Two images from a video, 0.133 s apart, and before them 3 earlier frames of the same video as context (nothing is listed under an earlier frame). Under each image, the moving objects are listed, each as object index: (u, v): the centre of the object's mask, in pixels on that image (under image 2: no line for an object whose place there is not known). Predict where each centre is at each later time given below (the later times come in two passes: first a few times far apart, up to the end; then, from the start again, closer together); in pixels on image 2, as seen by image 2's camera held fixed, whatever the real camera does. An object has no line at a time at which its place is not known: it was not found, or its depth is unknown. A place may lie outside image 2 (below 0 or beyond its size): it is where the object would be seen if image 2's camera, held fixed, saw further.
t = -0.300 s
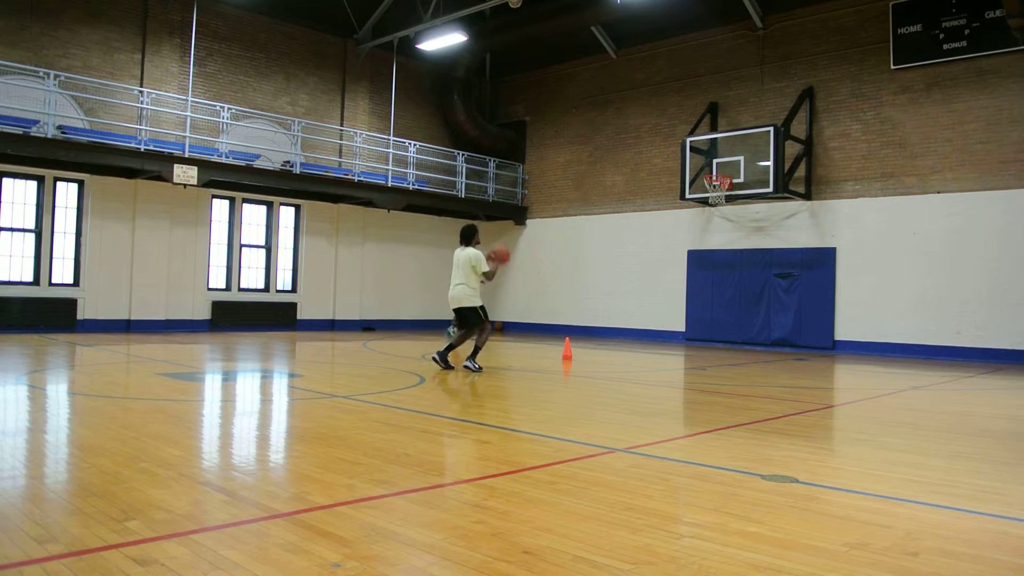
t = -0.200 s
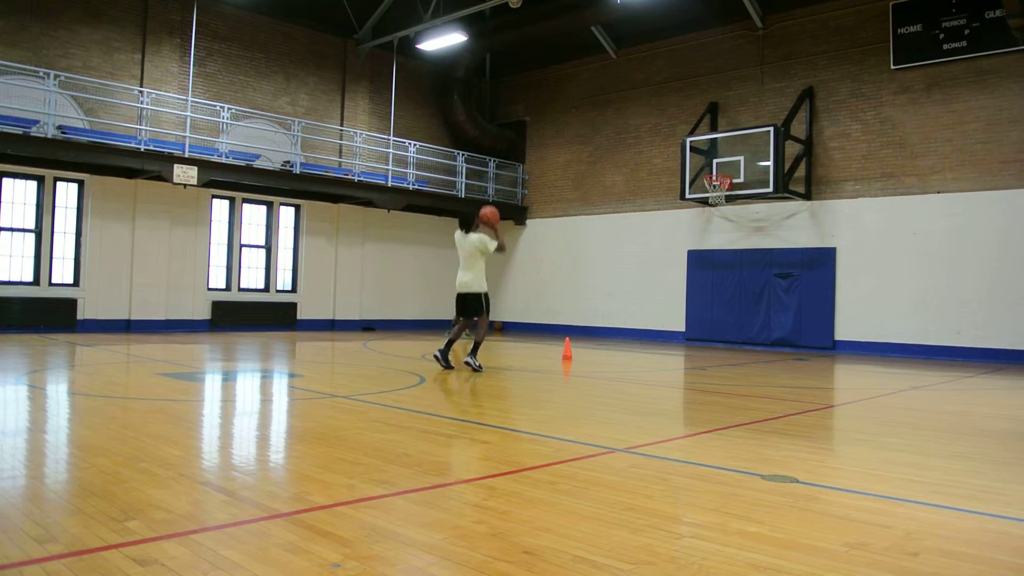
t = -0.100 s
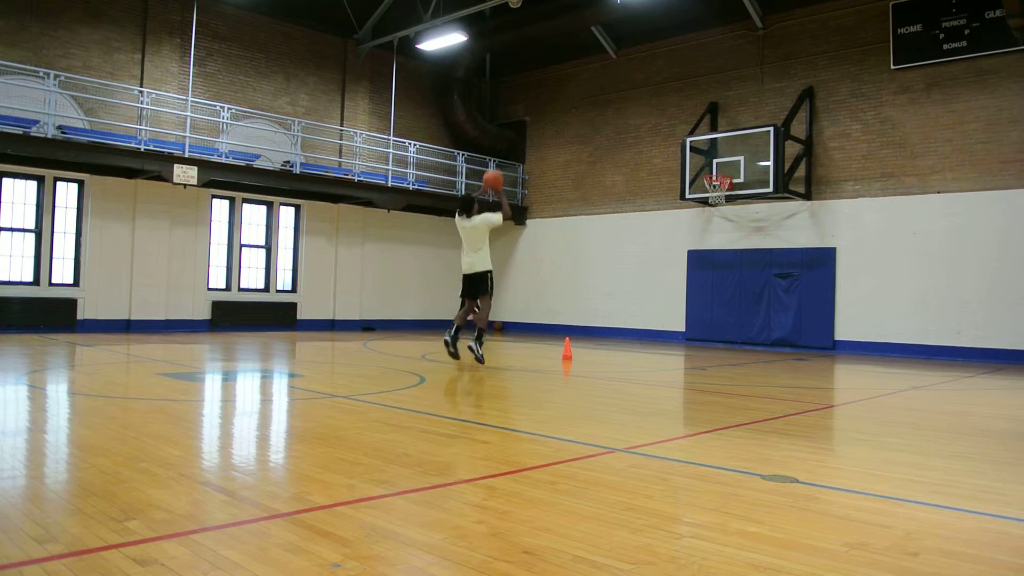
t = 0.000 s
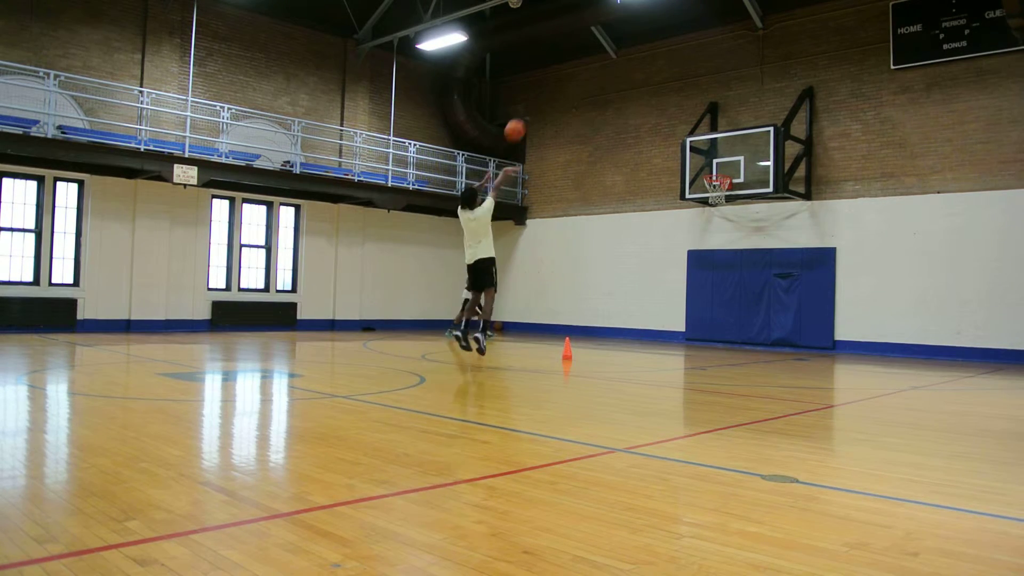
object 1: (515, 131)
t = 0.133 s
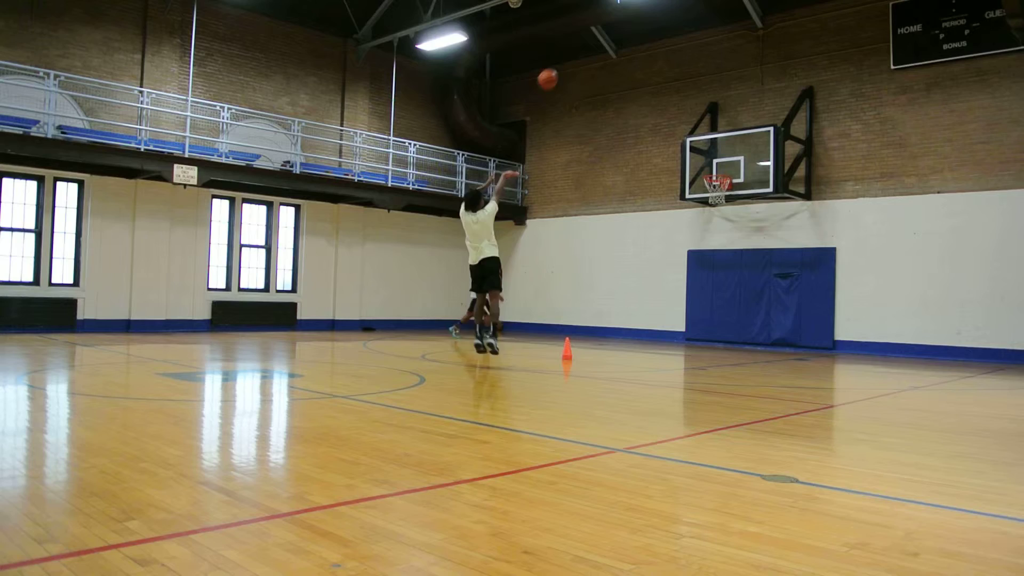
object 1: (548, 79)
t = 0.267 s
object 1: (577, 46)
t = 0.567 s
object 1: (630, 22)
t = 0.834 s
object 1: (668, 49)
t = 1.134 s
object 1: (703, 121)
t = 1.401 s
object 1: (711, 194)
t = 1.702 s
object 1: (694, 235)
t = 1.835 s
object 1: (687, 270)
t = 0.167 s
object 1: (555, 69)
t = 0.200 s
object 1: (562, 60)
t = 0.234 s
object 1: (570, 53)
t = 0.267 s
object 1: (577, 46)
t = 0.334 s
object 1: (589, 35)
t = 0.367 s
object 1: (596, 31)
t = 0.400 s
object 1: (602, 27)
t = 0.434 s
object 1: (608, 25)
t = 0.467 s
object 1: (614, 23)
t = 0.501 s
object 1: (620, 22)
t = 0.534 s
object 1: (625, 22)
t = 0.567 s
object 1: (630, 22)
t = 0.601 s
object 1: (636, 24)
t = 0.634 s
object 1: (641, 25)
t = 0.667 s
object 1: (646, 28)
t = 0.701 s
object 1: (650, 31)
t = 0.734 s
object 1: (655, 34)
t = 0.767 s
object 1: (659, 39)
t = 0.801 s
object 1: (664, 44)
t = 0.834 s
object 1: (668, 49)
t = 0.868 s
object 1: (672, 55)
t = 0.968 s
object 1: (684, 76)
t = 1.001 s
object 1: (688, 84)
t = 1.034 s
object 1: (692, 92)
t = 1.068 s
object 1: (695, 101)
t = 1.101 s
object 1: (700, 112)
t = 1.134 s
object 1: (703, 121)
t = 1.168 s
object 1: (706, 131)
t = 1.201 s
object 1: (710, 144)
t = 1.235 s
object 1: (713, 153)
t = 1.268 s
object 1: (717, 166)
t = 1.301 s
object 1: (720, 175)
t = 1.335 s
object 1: (721, 180)
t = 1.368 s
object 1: (713, 191)
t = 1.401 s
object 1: (711, 194)
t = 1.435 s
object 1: (709, 196)
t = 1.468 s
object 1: (707, 199)
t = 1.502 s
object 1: (706, 202)
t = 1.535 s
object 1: (704, 205)
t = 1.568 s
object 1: (702, 210)
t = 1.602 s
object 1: (700, 215)
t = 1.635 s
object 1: (698, 221)
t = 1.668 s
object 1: (696, 228)
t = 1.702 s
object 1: (694, 235)
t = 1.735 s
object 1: (692, 243)
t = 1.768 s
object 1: (691, 251)
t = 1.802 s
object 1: (689, 260)
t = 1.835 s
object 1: (687, 270)
